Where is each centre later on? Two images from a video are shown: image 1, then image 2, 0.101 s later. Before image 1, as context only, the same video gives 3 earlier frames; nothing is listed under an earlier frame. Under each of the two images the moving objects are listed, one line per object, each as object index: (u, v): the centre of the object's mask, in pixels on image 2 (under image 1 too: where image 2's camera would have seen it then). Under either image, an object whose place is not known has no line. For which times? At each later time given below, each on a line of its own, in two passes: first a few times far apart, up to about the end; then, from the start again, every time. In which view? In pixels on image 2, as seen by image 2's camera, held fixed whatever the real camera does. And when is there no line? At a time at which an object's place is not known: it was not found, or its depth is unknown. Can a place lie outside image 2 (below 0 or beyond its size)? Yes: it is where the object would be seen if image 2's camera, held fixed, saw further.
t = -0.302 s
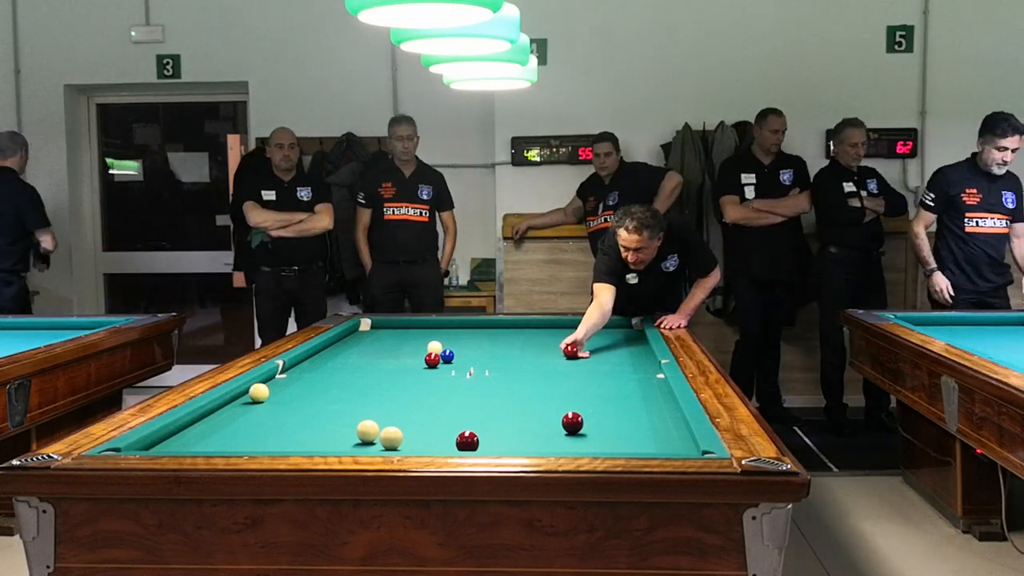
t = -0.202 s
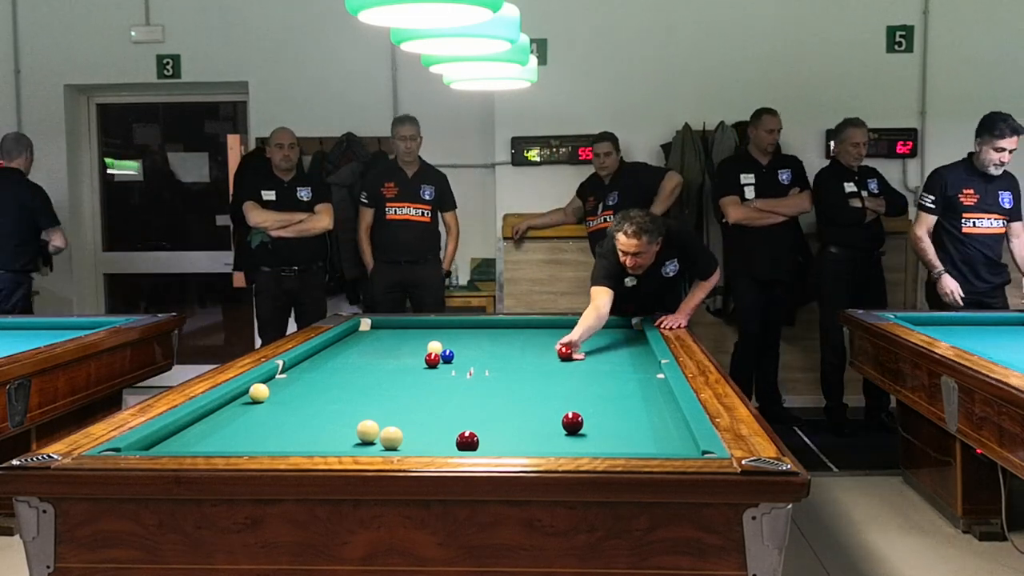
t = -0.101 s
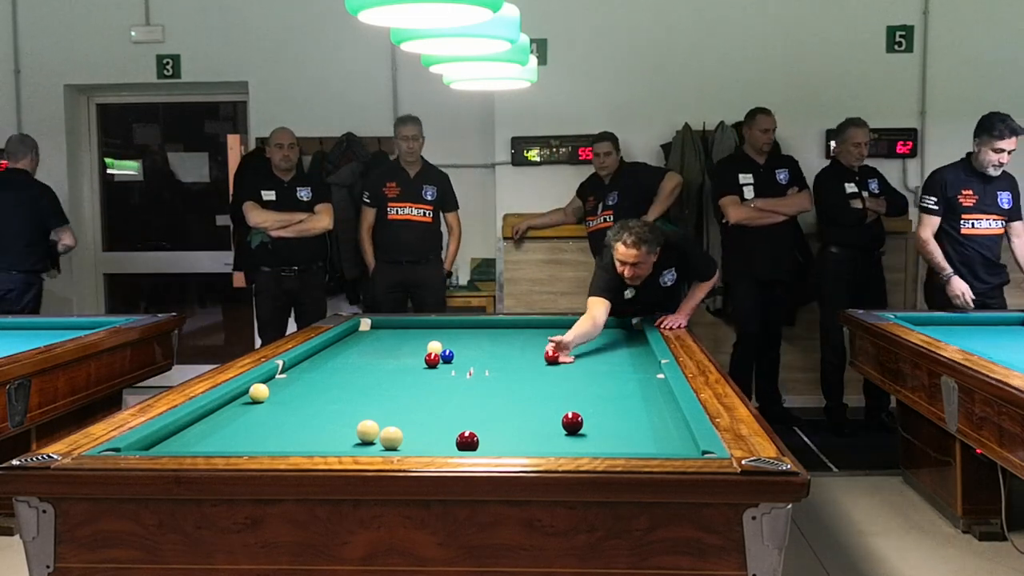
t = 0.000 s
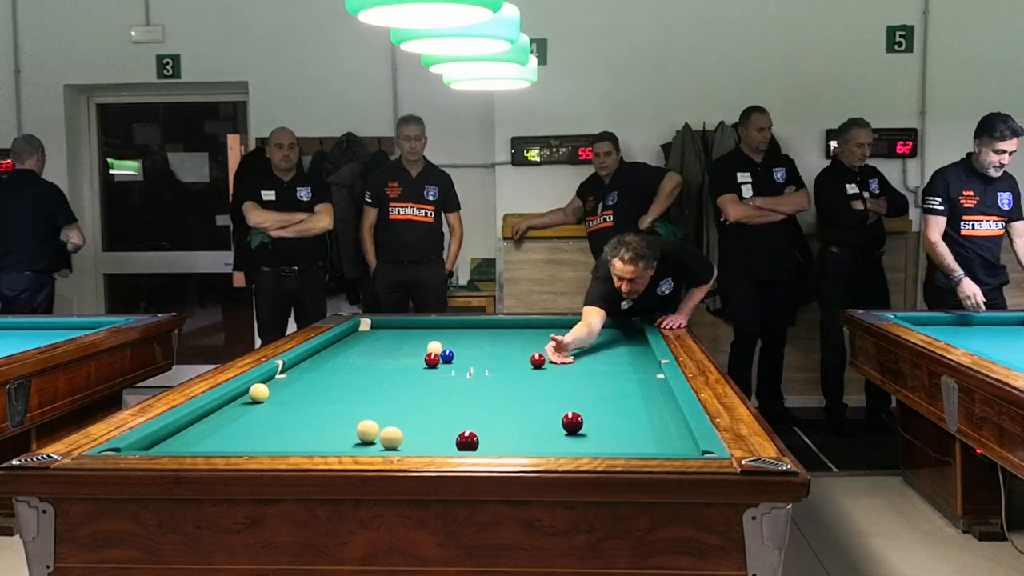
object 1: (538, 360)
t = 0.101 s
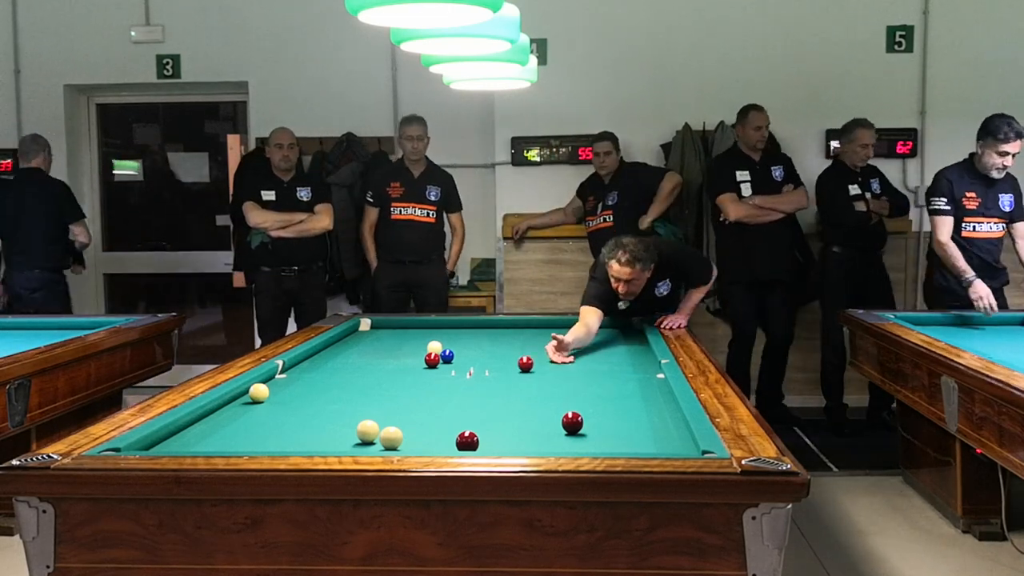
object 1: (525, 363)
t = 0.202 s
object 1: (514, 367)
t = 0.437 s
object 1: (484, 375)
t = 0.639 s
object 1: (458, 382)
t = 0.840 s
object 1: (429, 391)
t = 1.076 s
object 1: (393, 401)
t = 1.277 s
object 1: (358, 410)
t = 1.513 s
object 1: (316, 423)
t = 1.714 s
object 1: (275, 434)
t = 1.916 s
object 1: (231, 443)
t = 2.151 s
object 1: (187, 447)
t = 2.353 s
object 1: (181, 444)
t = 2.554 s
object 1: (176, 440)
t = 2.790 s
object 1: (177, 433)
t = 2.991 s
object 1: (195, 428)
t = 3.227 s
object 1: (214, 422)
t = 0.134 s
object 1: (522, 364)
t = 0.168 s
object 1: (517, 366)
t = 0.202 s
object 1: (514, 367)
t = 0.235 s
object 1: (509, 368)
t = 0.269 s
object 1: (505, 369)
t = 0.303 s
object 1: (501, 370)
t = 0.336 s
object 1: (497, 371)
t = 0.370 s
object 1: (493, 372)
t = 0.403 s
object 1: (489, 374)
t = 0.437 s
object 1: (484, 375)
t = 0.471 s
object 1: (480, 376)
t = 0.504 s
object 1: (476, 377)
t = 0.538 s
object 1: (471, 378)
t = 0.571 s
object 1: (467, 380)
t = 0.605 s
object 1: (462, 381)
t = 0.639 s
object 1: (458, 382)
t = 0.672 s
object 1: (453, 384)
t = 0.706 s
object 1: (448, 385)
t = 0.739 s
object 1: (444, 386)
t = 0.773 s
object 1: (439, 388)
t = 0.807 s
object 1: (434, 389)
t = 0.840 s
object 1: (429, 391)
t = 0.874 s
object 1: (424, 392)
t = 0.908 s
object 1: (419, 394)
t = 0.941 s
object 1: (414, 395)
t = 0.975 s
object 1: (409, 396)
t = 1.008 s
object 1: (404, 398)
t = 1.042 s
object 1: (398, 399)
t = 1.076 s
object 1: (393, 401)
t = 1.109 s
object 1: (387, 402)
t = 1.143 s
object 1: (382, 404)
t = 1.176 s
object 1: (376, 406)
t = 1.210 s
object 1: (371, 407)
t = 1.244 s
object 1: (365, 409)
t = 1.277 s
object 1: (358, 410)
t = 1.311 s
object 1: (353, 412)
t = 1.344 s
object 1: (347, 414)
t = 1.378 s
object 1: (341, 415)
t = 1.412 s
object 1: (335, 417)
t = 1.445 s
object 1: (328, 419)
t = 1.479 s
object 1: (322, 421)
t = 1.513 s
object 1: (316, 423)
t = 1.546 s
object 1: (309, 424)
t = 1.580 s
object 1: (303, 427)
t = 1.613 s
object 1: (295, 429)
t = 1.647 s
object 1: (289, 431)
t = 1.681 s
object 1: (282, 432)
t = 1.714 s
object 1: (275, 434)
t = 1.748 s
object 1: (268, 437)
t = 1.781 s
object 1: (260, 438)
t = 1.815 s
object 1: (253, 440)
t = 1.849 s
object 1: (246, 441)
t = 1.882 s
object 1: (238, 442)
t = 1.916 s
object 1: (231, 443)
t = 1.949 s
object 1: (223, 444)
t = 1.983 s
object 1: (215, 445)
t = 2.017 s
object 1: (208, 446)
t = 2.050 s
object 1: (200, 447)
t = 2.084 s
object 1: (192, 448)
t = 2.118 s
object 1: (188, 448)
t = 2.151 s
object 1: (187, 447)
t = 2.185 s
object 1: (186, 447)
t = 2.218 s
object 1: (186, 446)
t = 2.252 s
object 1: (184, 446)
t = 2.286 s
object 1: (183, 445)
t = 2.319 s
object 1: (182, 444)
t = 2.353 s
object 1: (181, 444)
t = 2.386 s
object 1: (180, 443)
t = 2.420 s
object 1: (179, 442)
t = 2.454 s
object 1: (178, 442)
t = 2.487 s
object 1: (177, 441)
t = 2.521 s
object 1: (177, 441)
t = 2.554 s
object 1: (176, 440)
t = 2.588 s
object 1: (175, 439)
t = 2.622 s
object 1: (174, 438)
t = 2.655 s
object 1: (173, 437)
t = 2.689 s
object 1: (172, 436)
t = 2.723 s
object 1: (172, 435)
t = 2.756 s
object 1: (174, 434)
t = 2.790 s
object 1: (177, 433)
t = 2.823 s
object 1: (181, 432)
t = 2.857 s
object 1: (183, 431)
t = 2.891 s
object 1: (186, 430)
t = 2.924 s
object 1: (189, 429)
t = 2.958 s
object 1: (192, 428)
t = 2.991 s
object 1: (195, 428)
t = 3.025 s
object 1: (198, 427)
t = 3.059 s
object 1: (200, 426)
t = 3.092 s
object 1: (203, 425)
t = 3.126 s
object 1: (206, 424)
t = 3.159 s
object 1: (209, 423)
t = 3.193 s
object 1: (211, 422)
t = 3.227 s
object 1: (214, 422)
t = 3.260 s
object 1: (216, 421)
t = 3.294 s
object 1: (219, 420)
